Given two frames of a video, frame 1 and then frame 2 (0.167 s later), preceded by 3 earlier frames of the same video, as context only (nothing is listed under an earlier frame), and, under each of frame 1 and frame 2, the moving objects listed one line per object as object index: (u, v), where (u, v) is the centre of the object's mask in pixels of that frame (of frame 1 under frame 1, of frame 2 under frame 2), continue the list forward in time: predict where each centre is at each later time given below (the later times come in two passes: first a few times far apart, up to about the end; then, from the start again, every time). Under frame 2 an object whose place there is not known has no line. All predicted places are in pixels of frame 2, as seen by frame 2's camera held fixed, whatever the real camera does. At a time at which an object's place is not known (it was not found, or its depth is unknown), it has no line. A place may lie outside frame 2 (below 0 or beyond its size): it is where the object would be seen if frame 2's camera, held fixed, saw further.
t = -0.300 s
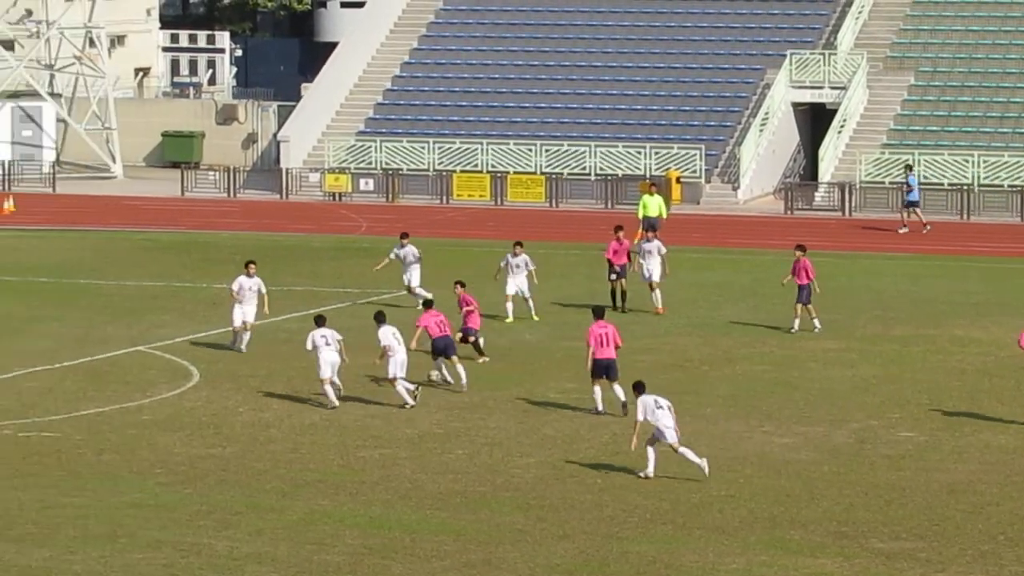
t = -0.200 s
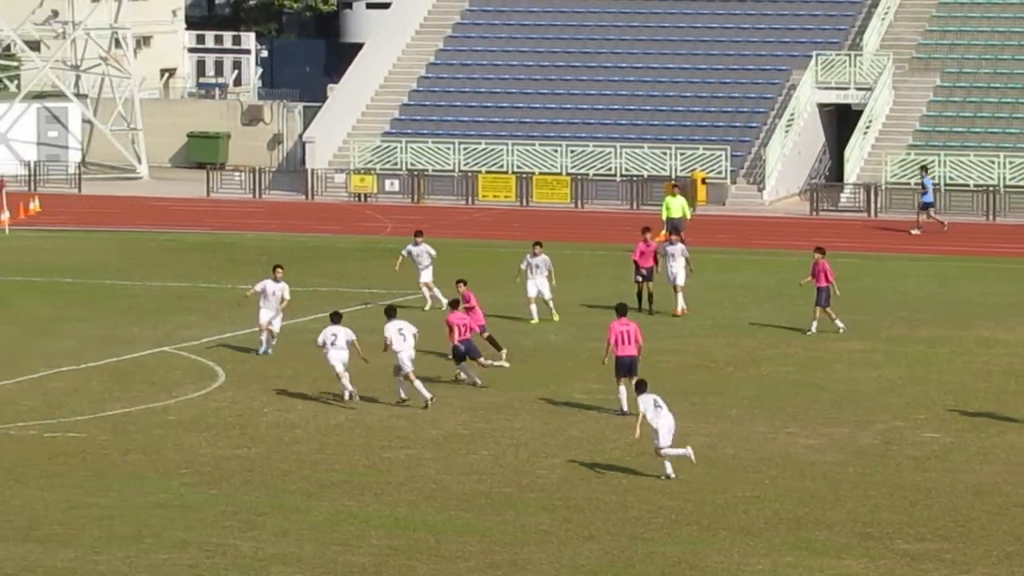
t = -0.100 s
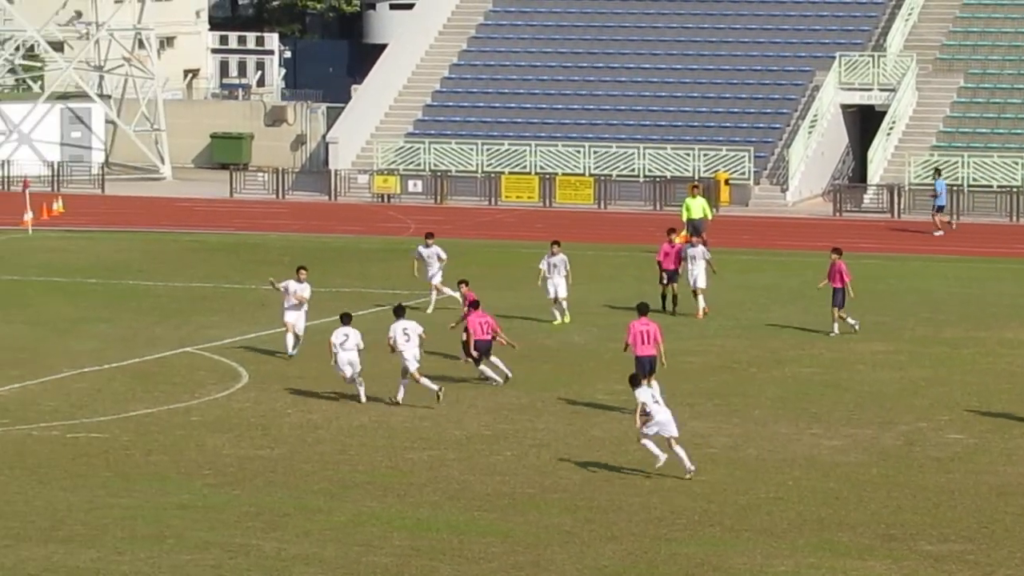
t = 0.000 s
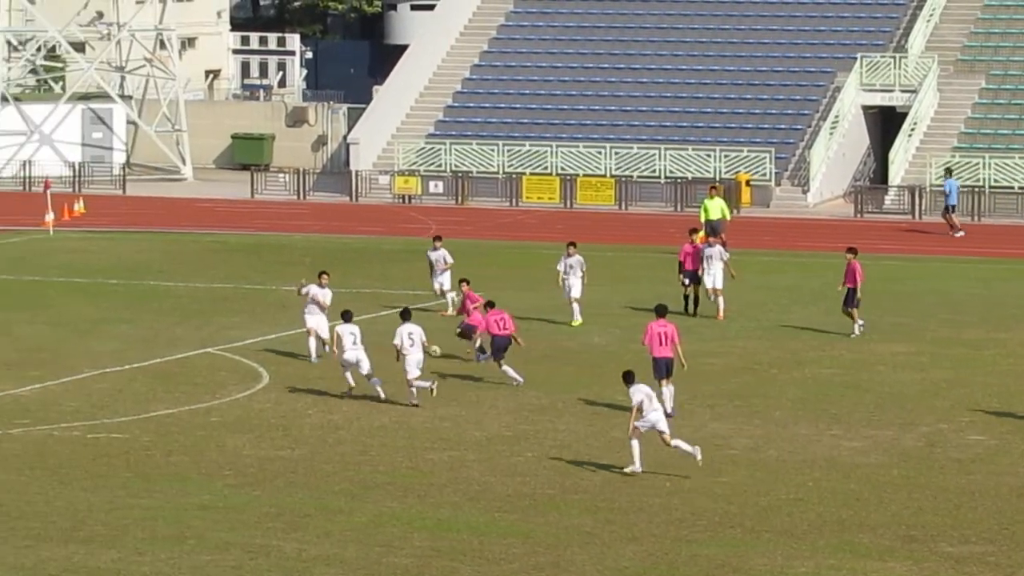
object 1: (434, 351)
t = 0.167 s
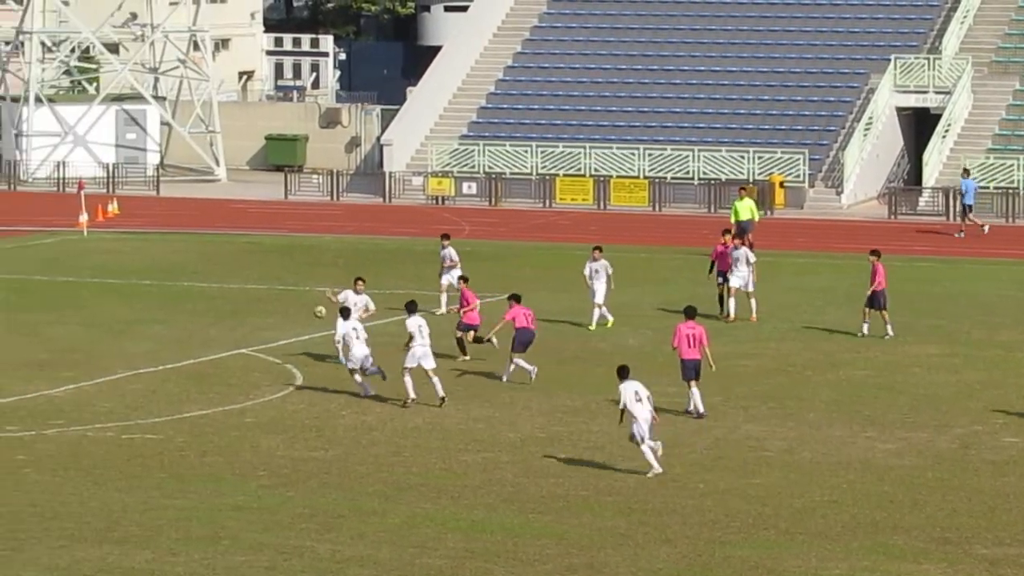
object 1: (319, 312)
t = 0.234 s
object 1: (262, 299)
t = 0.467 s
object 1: (72, 273)
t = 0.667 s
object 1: (-83, 269)
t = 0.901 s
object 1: (-257, 287)
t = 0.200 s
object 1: (291, 305)
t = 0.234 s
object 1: (262, 299)
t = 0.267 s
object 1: (235, 294)
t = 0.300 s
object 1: (207, 290)
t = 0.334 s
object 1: (180, 285)
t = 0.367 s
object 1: (152, 281)
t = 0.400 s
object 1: (125, 278)
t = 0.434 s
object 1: (98, 275)
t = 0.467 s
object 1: (72, 273)
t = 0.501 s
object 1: (45, 271)
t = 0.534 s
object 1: (20, 269)
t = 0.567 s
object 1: (-6, 269)
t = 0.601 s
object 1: (-32, 268)
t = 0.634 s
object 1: (-58, 268)
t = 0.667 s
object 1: (-83, 269)
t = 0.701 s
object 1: (-108, 270)
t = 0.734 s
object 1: (-134, 272)
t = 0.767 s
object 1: (-159, 274)
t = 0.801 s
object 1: (-184, 276)
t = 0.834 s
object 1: (-209, 279)
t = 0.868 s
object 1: (-232, 283)
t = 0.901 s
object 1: (-257, 287)
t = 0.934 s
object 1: (-282, 291)
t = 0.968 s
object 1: (-306, 296)
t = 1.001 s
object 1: (-331, 302)
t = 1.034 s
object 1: (-354, 308)
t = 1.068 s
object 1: (-379, 315)
